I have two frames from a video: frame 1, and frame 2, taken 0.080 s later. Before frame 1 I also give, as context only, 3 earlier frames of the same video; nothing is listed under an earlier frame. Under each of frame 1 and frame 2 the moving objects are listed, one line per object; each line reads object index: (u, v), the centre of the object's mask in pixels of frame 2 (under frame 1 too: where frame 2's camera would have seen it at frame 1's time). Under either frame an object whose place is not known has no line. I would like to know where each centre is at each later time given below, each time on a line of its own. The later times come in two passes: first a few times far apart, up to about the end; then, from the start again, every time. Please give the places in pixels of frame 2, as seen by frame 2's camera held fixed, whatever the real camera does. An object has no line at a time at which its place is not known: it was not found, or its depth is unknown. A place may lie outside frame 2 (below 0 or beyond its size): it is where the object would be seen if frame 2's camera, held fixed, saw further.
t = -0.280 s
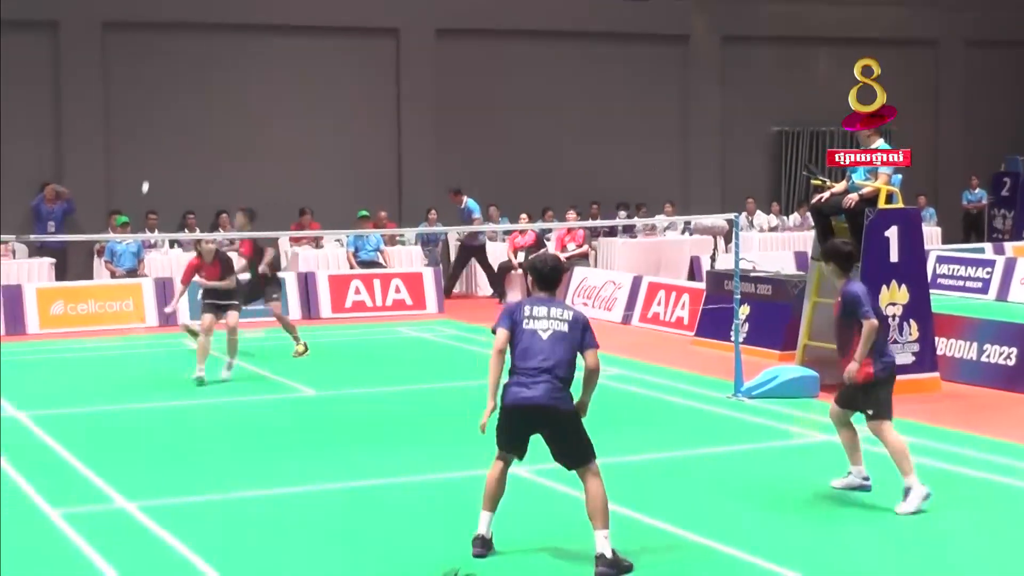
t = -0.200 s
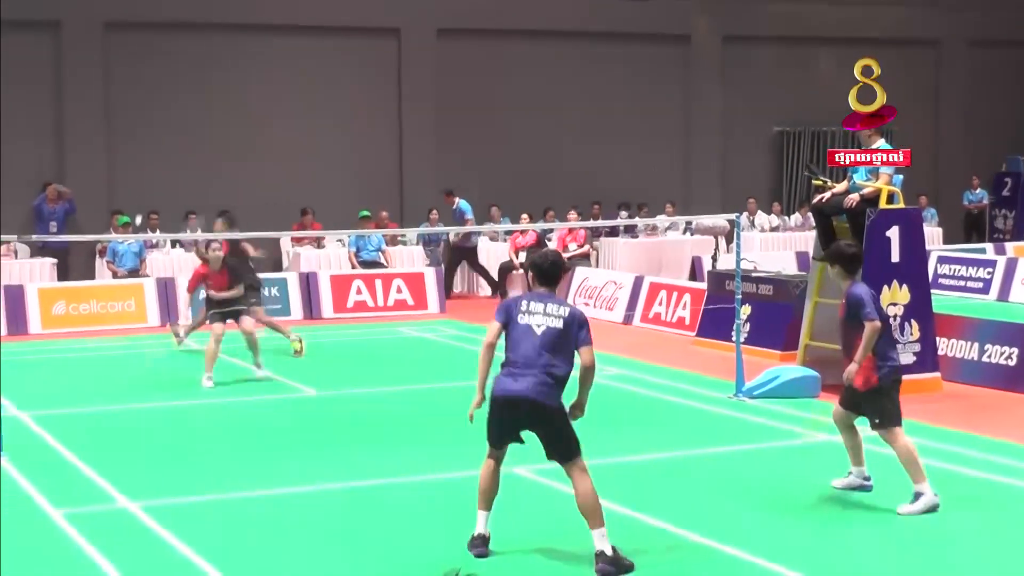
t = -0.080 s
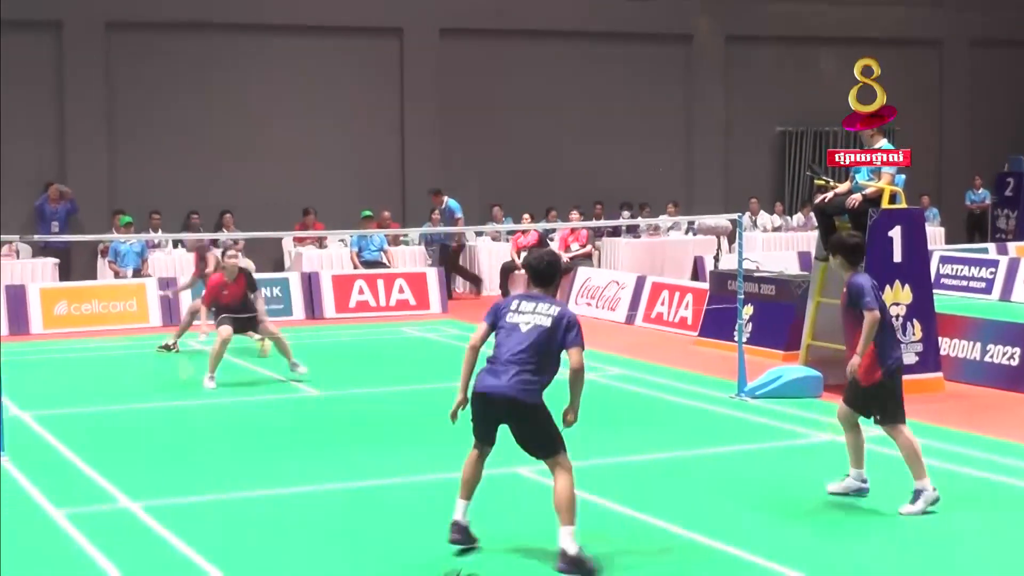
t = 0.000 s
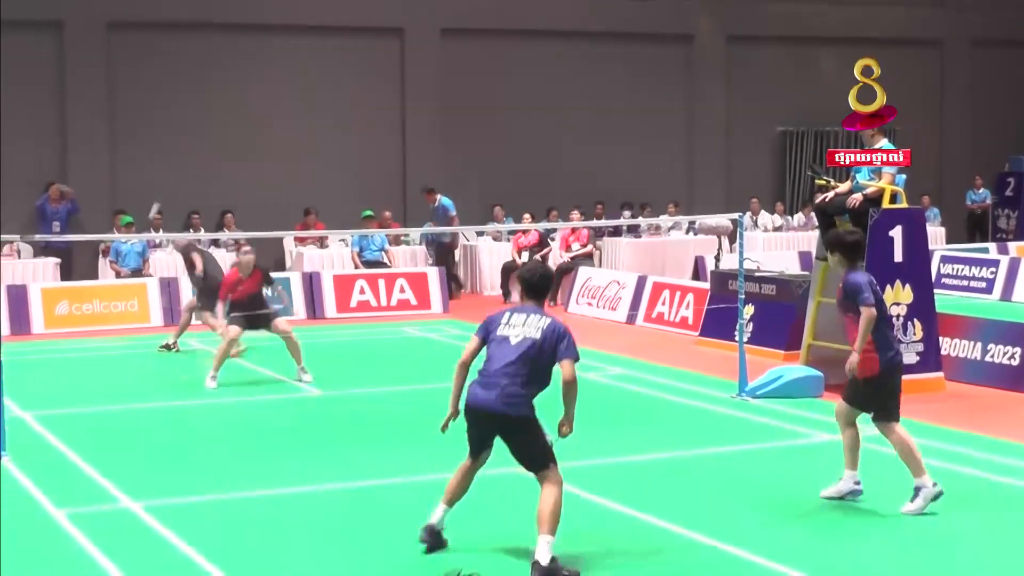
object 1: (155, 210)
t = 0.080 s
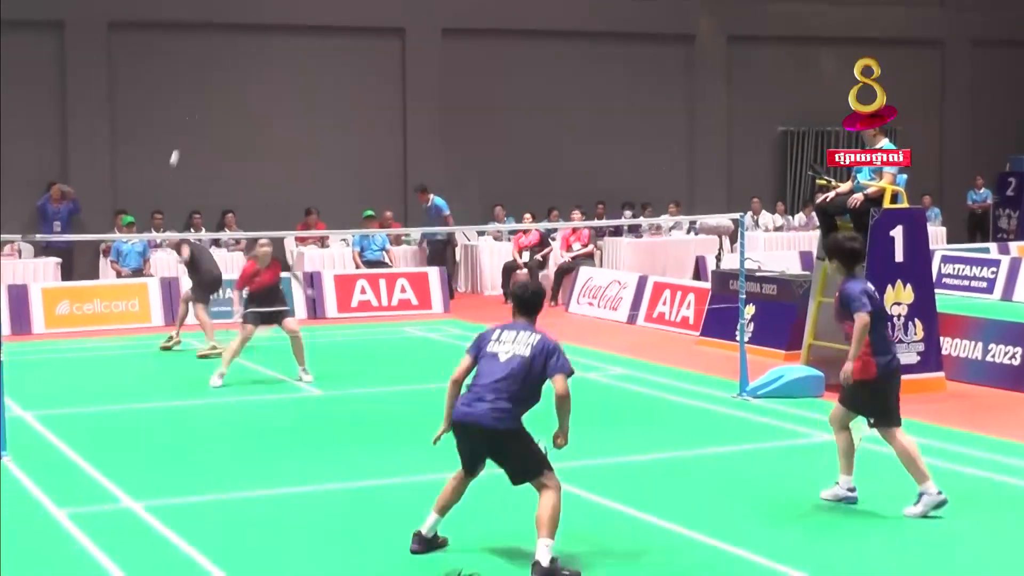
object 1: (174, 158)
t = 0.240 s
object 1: (206, 92)
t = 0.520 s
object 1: (253, 70)
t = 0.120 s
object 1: (183, 137)
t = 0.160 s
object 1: (190, 119)
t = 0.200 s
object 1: (198, 105)
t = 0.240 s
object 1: (206, 92)
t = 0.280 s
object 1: (213, 82)
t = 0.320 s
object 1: (220, 74)
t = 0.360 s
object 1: (227, 69)
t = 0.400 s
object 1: (234, 66)
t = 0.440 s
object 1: (240, 65)
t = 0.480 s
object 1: (247, 66)
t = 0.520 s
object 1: (253, 70)
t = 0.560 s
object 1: (259, 76)
